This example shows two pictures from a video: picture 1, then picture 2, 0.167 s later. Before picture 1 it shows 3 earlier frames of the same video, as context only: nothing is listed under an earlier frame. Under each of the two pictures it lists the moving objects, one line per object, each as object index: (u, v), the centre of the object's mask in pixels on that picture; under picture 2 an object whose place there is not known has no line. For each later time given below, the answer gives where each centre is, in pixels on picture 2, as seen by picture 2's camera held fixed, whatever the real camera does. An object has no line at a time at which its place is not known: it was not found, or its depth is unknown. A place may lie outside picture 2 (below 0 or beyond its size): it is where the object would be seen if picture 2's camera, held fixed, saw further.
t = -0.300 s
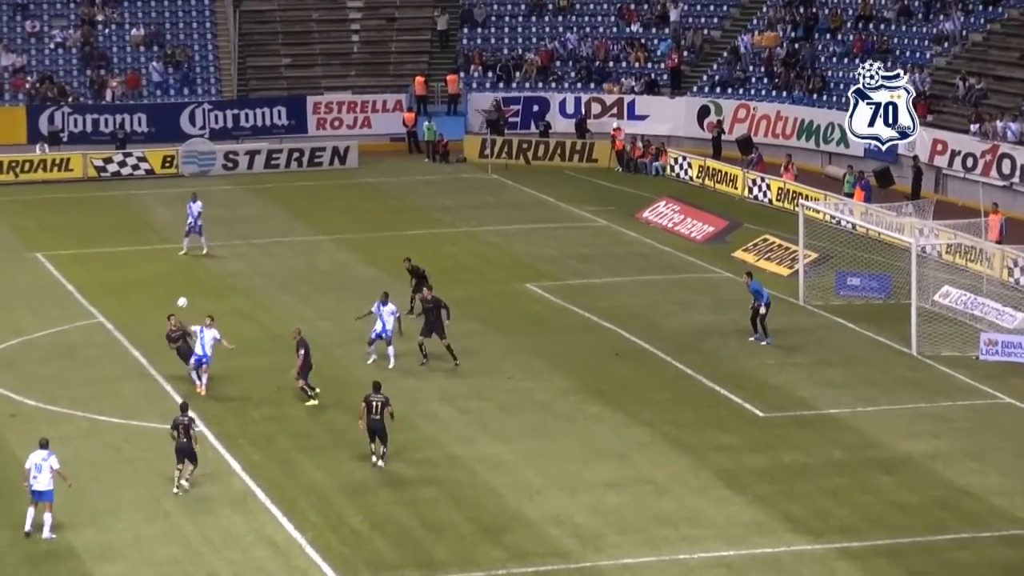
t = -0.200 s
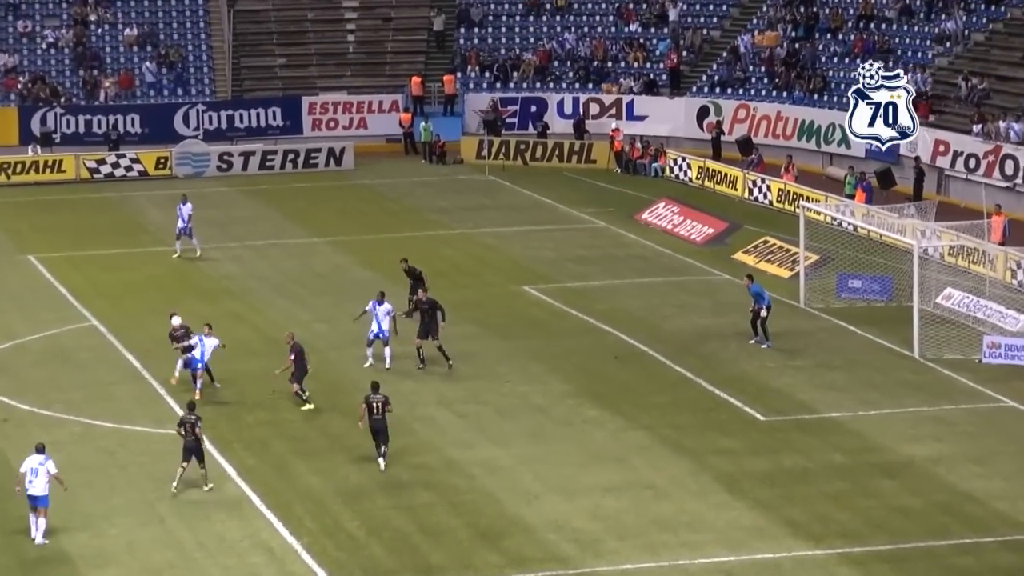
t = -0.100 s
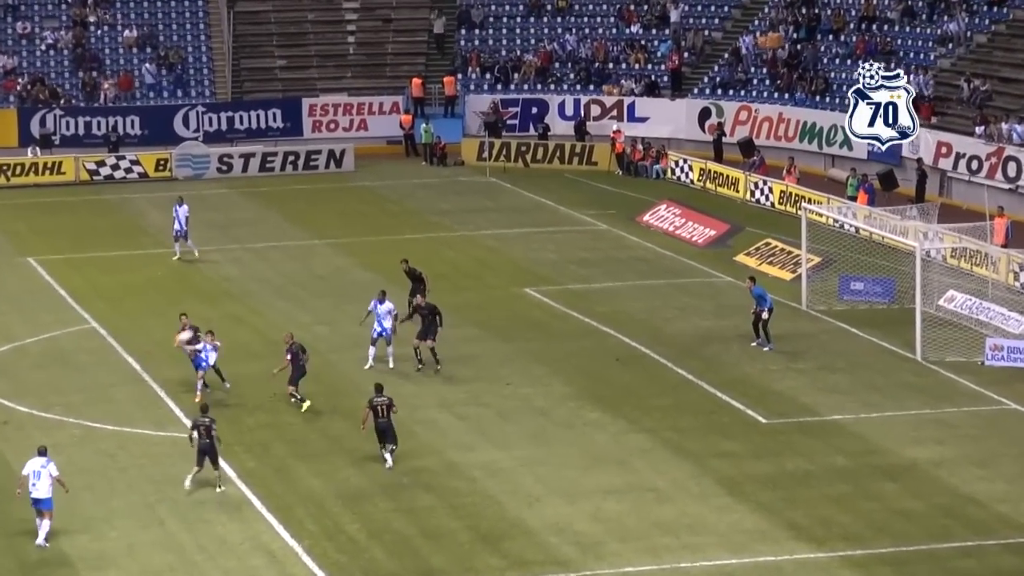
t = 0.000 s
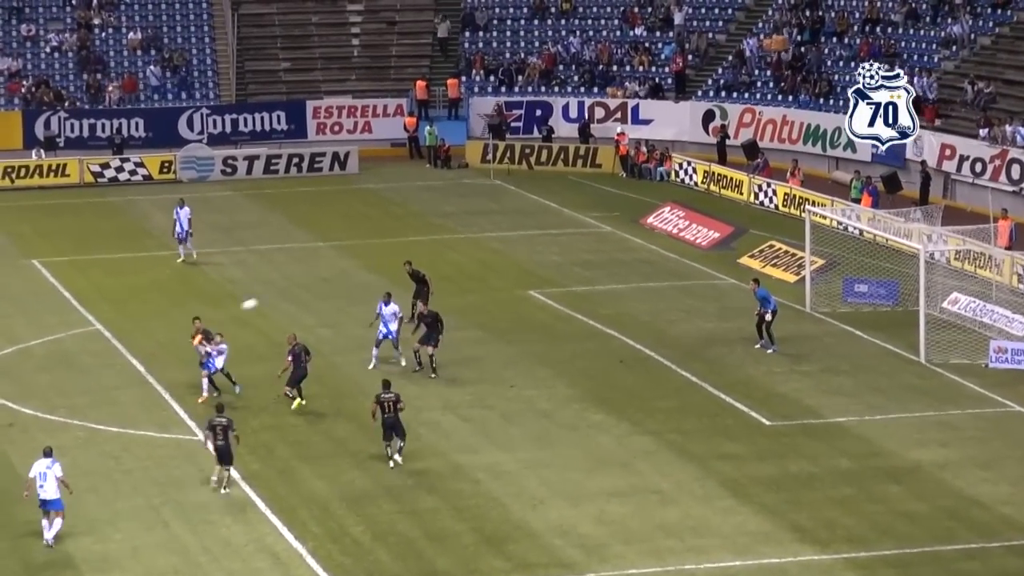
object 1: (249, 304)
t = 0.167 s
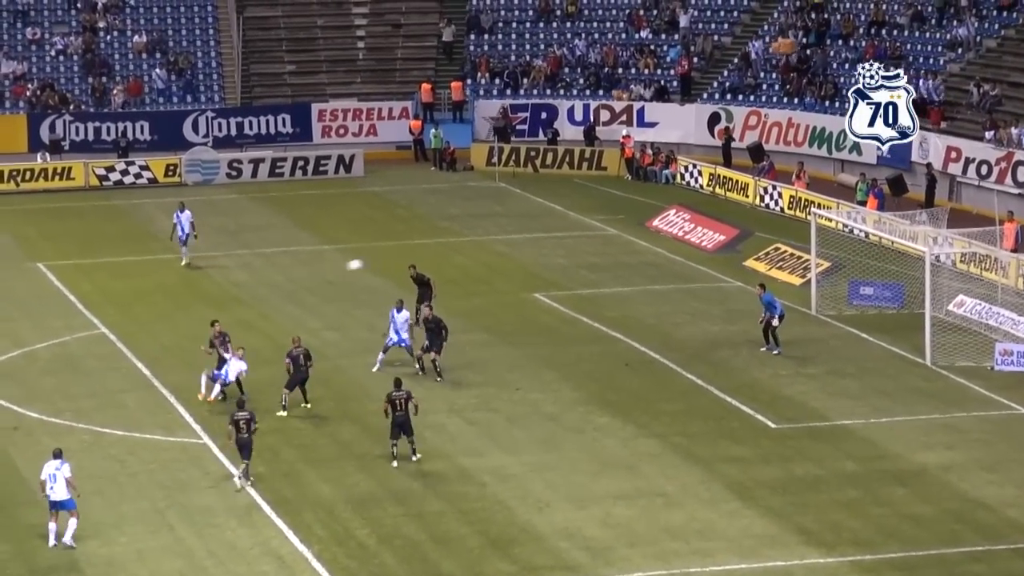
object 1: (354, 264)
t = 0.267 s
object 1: (414, 246)
